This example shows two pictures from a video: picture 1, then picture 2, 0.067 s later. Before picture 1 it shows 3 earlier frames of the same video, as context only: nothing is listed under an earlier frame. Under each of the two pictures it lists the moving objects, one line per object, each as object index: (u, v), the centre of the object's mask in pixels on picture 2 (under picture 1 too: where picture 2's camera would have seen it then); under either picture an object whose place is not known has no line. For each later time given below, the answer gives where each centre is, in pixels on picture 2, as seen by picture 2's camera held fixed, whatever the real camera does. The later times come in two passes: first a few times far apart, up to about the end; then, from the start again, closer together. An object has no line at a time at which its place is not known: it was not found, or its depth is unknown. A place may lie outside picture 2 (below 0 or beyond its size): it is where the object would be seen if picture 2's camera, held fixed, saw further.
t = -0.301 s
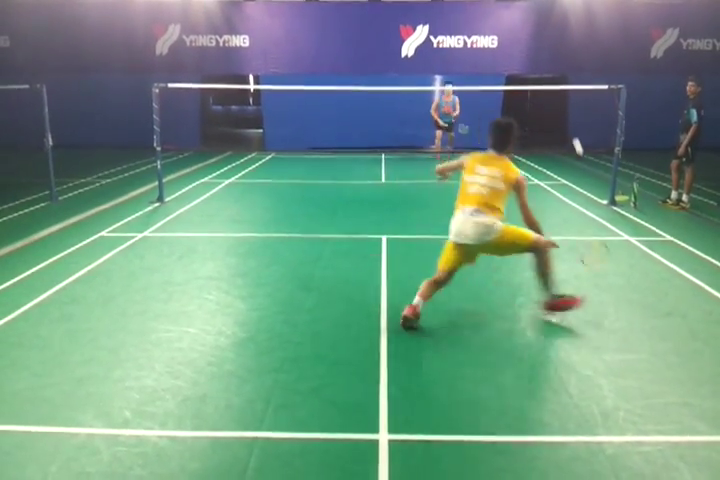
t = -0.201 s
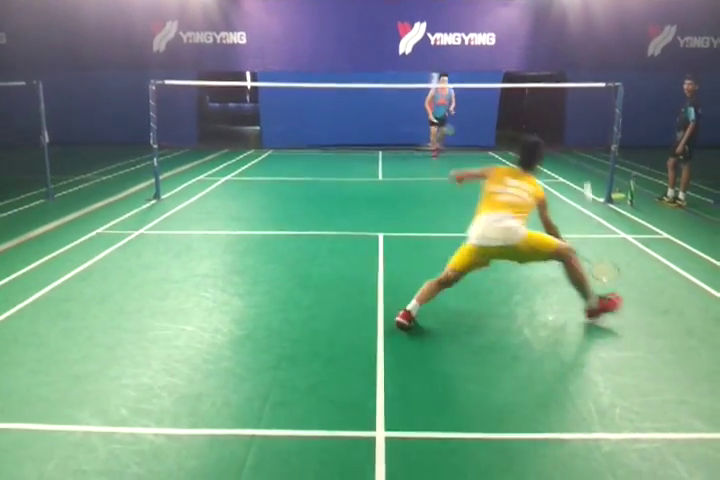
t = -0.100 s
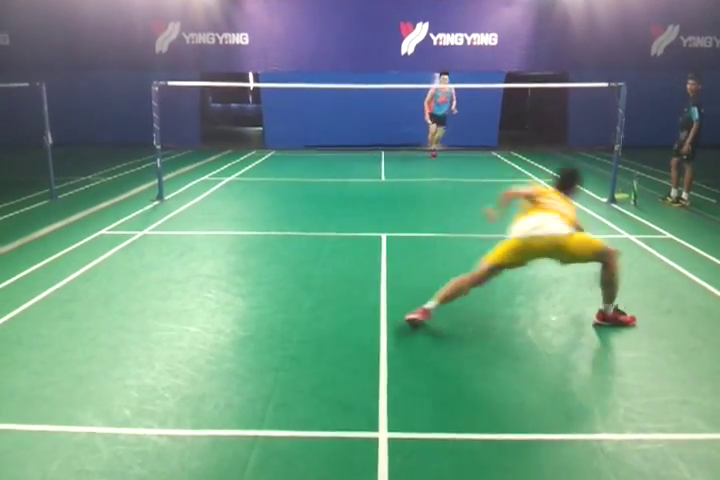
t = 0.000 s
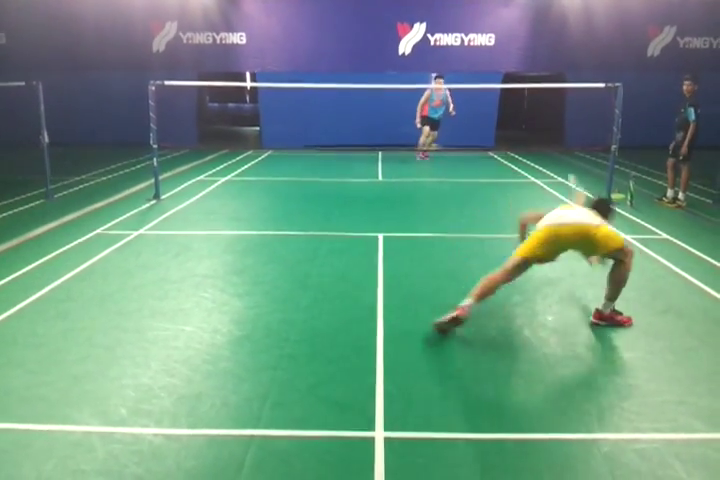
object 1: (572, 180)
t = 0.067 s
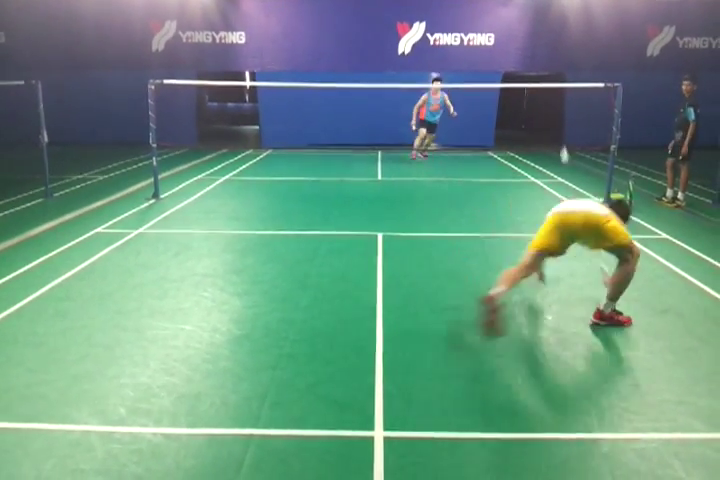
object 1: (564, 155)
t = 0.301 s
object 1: (537, 117)
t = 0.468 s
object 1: (521, 125)
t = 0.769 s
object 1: (496, 183)
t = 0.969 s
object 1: (492, 188)
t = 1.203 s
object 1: (492, 193)
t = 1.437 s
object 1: (485, 199)
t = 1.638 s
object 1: (483, 199)
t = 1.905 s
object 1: (483, 200)
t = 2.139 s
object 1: (485, 199)
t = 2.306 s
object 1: (485, 199)
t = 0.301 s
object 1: (537, 117)
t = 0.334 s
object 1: (534, 118)
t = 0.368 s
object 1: (531, 119)
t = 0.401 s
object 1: (527, 120)
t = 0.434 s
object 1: (525, 123)
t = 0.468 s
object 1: (521, 125)
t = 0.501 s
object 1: (518, 128)
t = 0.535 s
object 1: (514, 133)
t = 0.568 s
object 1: (510, 138)
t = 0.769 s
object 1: (496, 183)
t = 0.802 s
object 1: (495, 192)
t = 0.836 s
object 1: (493, 198)
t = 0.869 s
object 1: (492, 194)
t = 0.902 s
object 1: (492, 191)
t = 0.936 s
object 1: (492, 189)
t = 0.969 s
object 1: (492, 188)
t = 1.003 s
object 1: (492, 187)
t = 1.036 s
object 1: (493, 187)
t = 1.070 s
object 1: (493, 187)
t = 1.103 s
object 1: (493, 187)
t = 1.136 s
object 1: (493, 187)
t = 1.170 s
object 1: (492, 189)
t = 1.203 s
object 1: (492, 193)
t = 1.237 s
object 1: (491, 198)
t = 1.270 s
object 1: (489, 200)
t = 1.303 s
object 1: (488, 199)
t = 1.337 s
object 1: (487, 199)
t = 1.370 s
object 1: (486, 199)
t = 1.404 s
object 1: (486, 199)
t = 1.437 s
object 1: (485, 199)
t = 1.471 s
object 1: (485, 199)
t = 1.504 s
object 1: (485, 199)
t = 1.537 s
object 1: (485, 198)
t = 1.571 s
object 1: (484, 199)
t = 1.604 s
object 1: (484, 199)
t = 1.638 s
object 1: (483, 199)
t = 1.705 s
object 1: (483, 199)
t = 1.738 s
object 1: (483, 199)
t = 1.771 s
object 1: (483, 199)
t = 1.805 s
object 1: (483, 200)
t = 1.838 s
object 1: (483, 200)
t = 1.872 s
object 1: (483, 199)
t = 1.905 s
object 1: (483, 200)
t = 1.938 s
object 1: (483, 199)
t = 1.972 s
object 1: (484, 200)
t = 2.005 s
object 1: (484, 199)
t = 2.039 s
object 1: (484, 200)
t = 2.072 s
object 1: (484, 199)
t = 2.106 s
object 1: (484, 199)
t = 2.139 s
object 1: (485, 199)
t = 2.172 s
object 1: (485, 199)
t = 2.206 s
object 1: (485, 200)
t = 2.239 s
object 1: (485, 199)
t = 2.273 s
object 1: (485, 200)
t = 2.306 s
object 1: (485, 199)
